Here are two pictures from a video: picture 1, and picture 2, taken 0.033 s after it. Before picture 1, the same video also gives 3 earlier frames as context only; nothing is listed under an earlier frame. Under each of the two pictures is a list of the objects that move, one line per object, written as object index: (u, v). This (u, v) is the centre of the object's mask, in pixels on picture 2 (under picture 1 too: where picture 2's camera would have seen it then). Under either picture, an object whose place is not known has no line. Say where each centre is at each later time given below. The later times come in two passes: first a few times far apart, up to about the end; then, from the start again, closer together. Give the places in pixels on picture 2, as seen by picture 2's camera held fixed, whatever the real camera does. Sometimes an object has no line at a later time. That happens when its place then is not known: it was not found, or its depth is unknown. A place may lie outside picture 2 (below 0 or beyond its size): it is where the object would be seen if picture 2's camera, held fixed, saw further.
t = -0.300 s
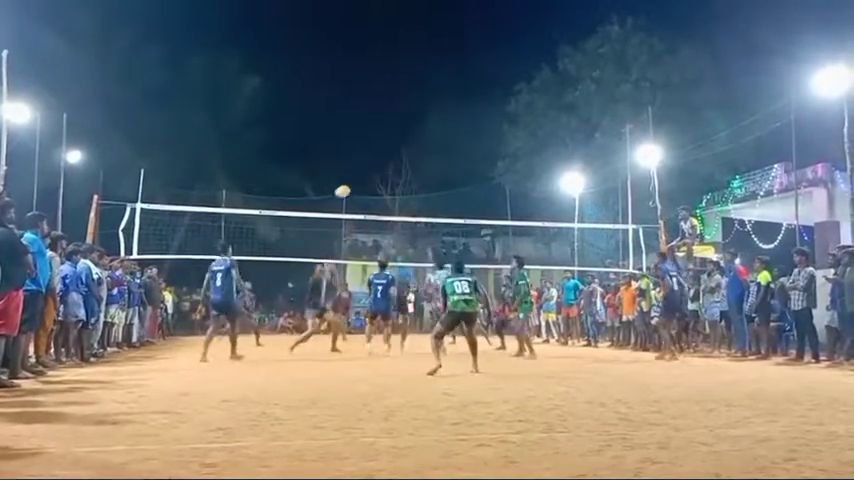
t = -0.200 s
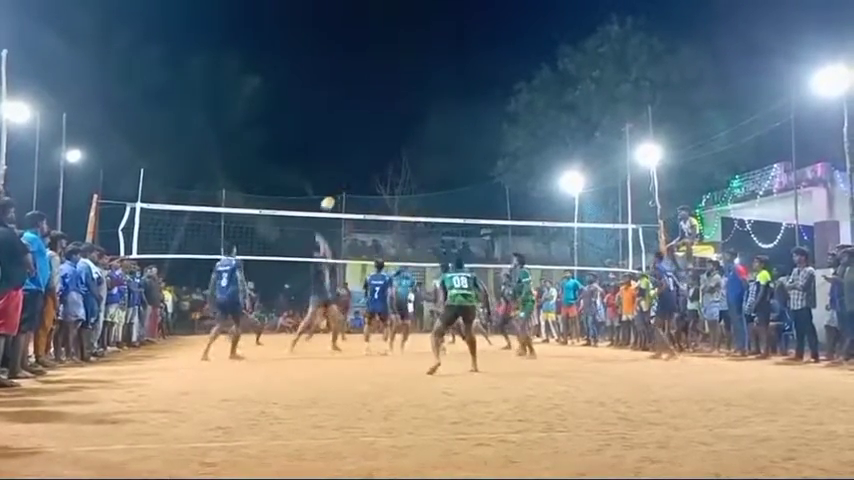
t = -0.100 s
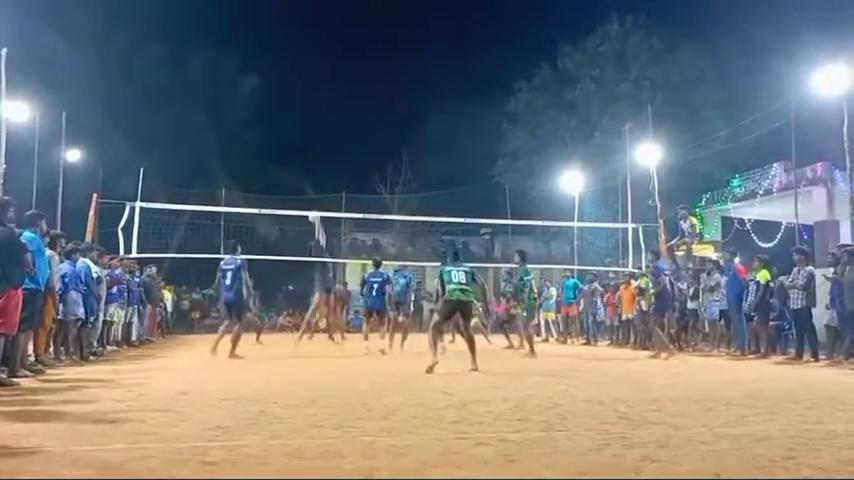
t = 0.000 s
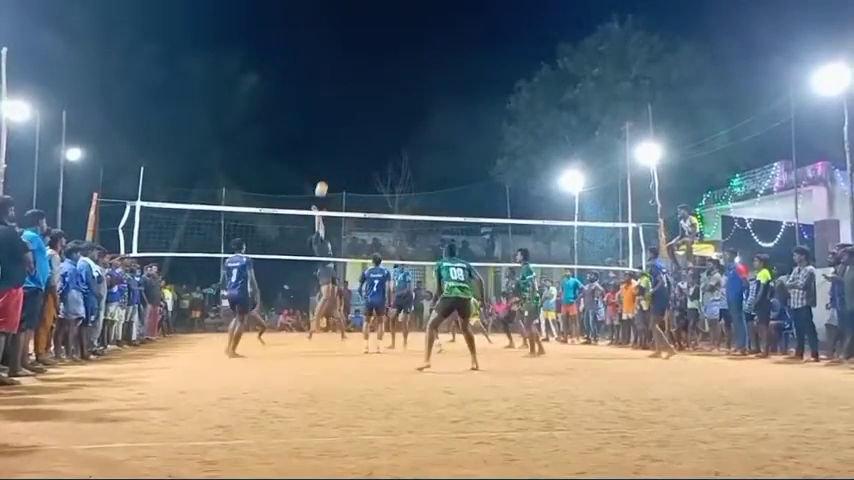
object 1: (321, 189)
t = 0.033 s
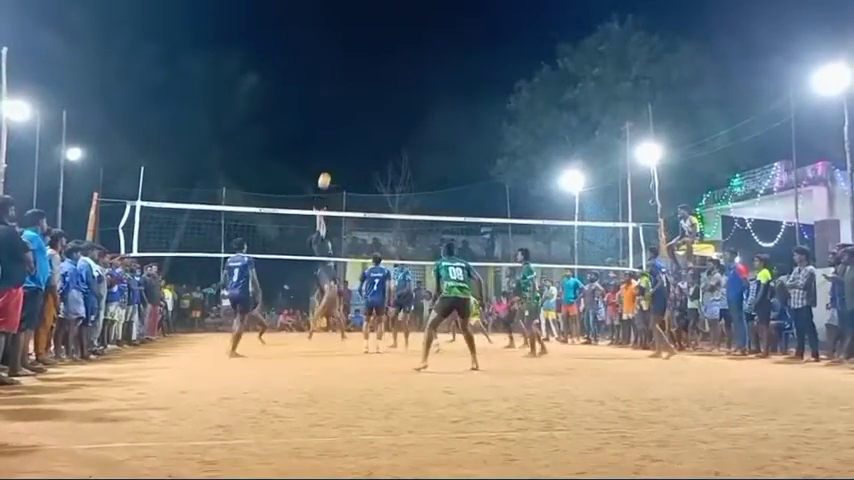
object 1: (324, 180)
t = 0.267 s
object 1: (343, 138)
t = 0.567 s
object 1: (365, 124)
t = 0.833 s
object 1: (383, 148)
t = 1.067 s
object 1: (397, 193)
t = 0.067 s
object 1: (326, 172)
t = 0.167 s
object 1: (335, 152)
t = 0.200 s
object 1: (338, 147)
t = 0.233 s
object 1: (340, 142)
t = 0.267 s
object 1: (343, 138)
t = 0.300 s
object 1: (345, 134)
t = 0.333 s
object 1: (348, 131)
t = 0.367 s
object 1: (351, 128)
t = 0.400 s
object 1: (353, 126)
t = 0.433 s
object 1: (355, 125)
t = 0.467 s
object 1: (358, 124)
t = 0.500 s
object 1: (360, 123)
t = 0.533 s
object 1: (363, 124)
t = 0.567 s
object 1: (365, 124)
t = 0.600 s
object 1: (367, 125)
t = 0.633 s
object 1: (370, 127)
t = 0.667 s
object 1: (372, 129)
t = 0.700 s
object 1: (374, 132)
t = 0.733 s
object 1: (376, 135)
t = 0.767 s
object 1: (378, 139)
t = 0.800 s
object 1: (380, 143)
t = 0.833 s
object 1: (383, 148)
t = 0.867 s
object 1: (385, 153)
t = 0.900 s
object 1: (387, 158)
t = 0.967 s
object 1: (391, 170)
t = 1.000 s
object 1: (393, 177)
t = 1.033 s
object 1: (395, 185)
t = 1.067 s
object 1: (397, 193)
